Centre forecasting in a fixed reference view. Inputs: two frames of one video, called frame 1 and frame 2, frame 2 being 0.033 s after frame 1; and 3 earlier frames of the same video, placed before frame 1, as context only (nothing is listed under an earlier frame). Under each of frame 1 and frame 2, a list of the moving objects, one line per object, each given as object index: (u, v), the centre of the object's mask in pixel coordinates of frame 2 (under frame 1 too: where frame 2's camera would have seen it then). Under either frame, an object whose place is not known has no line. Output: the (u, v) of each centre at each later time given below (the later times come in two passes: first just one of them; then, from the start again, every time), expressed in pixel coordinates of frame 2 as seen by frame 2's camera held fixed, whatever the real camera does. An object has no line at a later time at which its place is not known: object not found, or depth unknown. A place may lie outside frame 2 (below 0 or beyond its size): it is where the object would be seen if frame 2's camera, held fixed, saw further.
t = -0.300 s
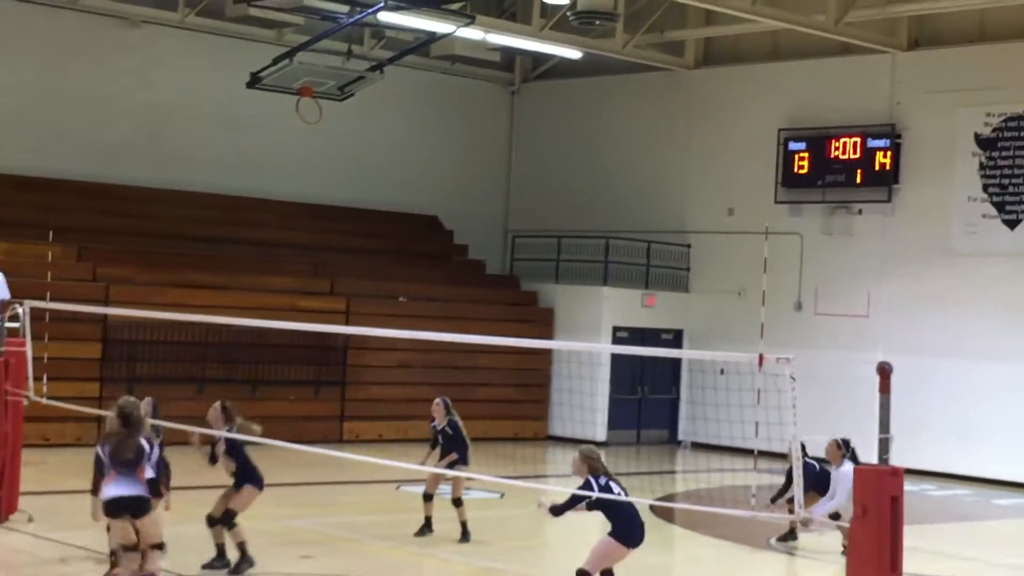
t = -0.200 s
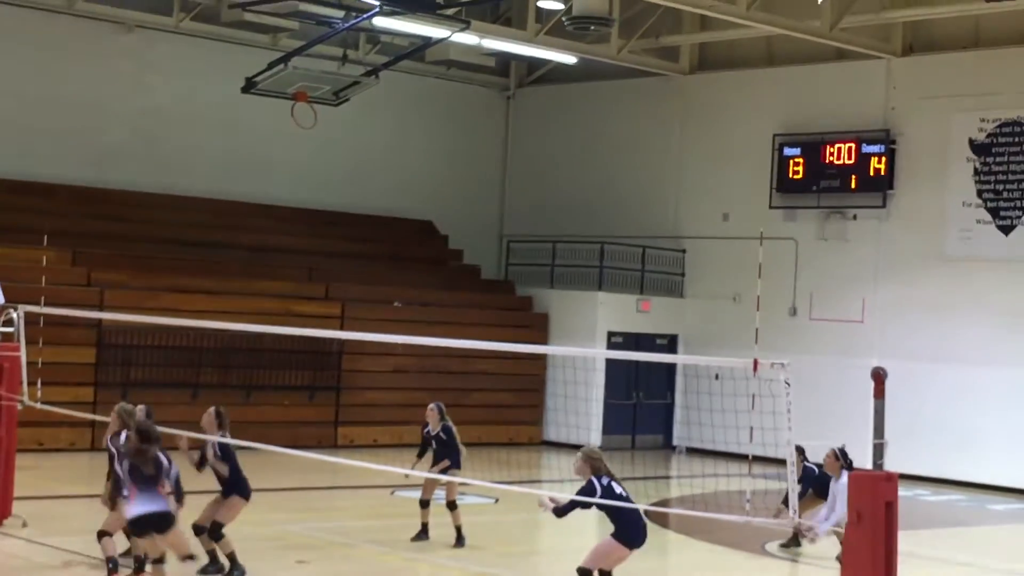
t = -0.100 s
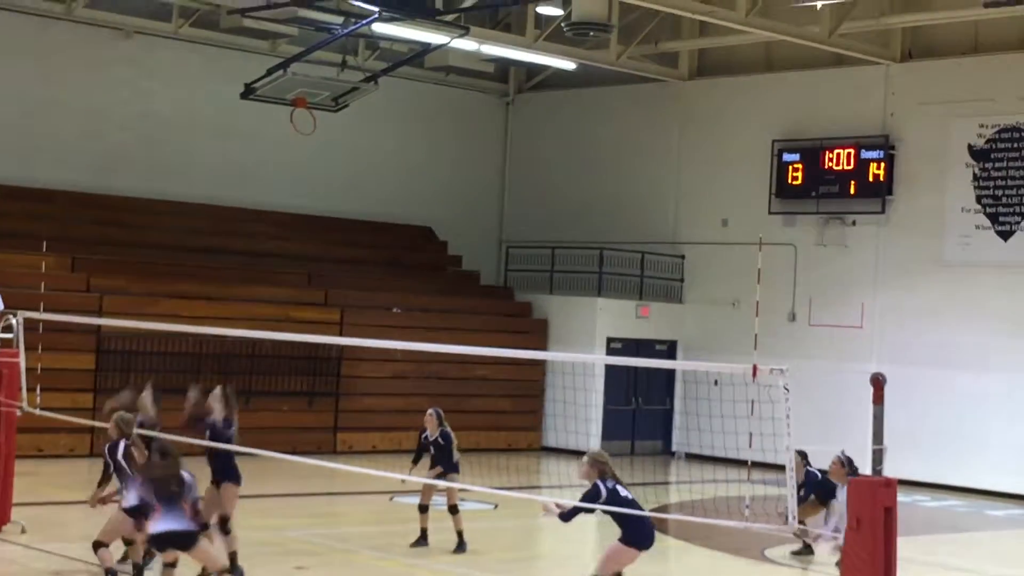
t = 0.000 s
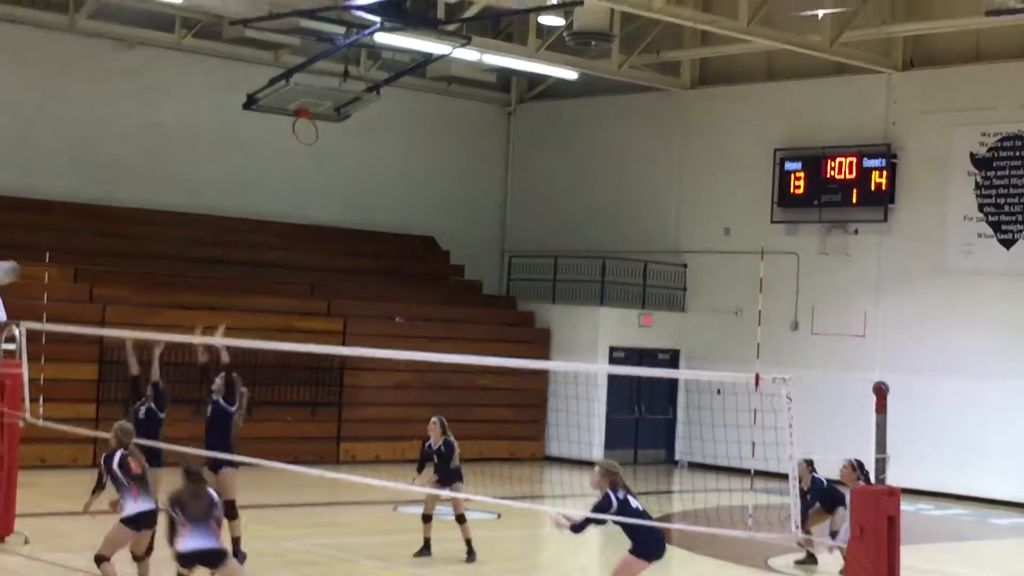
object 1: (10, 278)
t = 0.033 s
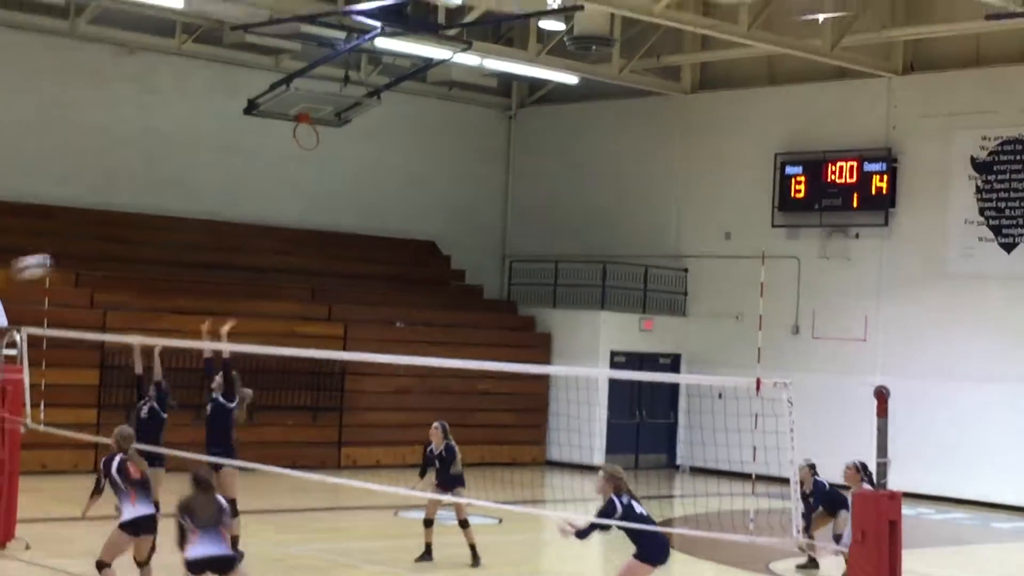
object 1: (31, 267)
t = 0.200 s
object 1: (185, 225)
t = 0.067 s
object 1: (65, 255)
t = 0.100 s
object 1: (96, 246)
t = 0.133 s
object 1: (126, 237)
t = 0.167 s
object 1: (156, 230)
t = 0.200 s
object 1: (185, 225)
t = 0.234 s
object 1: (214, 221)
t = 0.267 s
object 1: (241, 218)
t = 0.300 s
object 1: (268, 218)
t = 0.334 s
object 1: (294, 218)
